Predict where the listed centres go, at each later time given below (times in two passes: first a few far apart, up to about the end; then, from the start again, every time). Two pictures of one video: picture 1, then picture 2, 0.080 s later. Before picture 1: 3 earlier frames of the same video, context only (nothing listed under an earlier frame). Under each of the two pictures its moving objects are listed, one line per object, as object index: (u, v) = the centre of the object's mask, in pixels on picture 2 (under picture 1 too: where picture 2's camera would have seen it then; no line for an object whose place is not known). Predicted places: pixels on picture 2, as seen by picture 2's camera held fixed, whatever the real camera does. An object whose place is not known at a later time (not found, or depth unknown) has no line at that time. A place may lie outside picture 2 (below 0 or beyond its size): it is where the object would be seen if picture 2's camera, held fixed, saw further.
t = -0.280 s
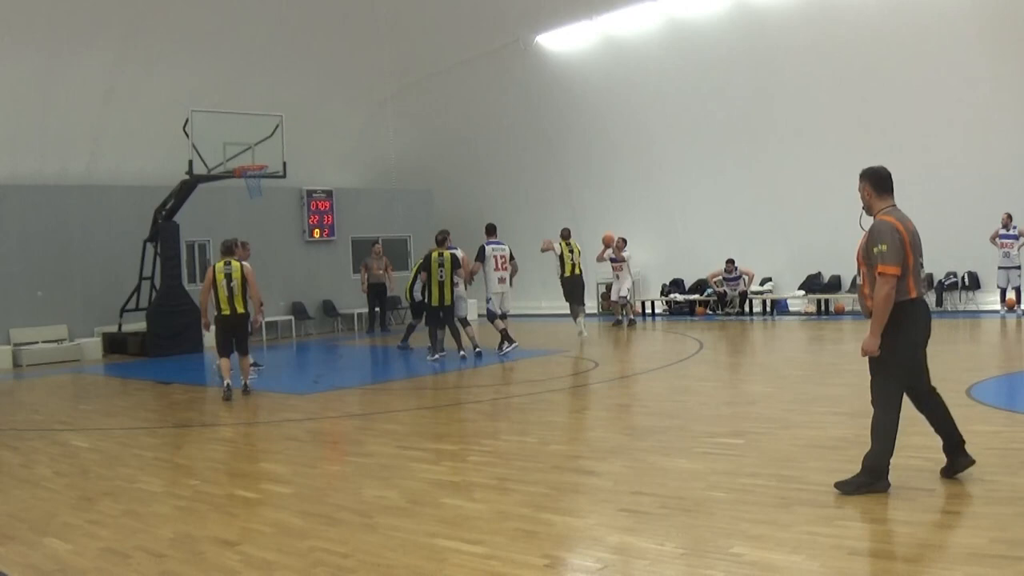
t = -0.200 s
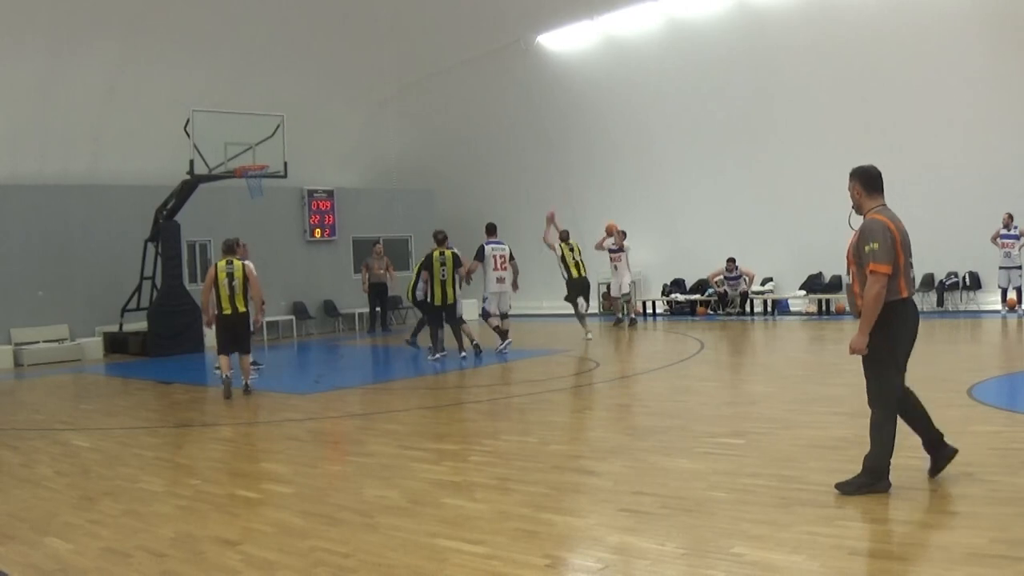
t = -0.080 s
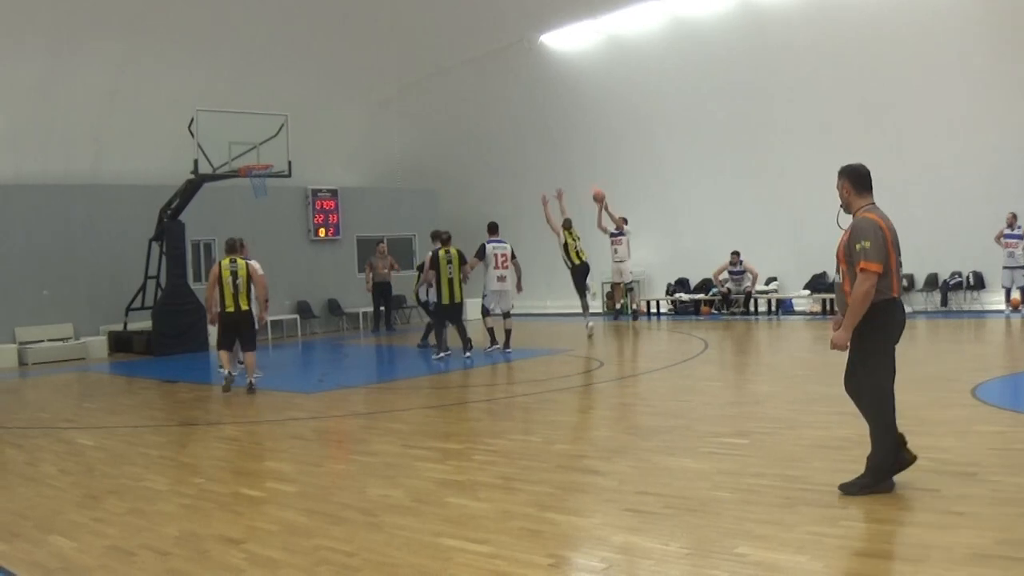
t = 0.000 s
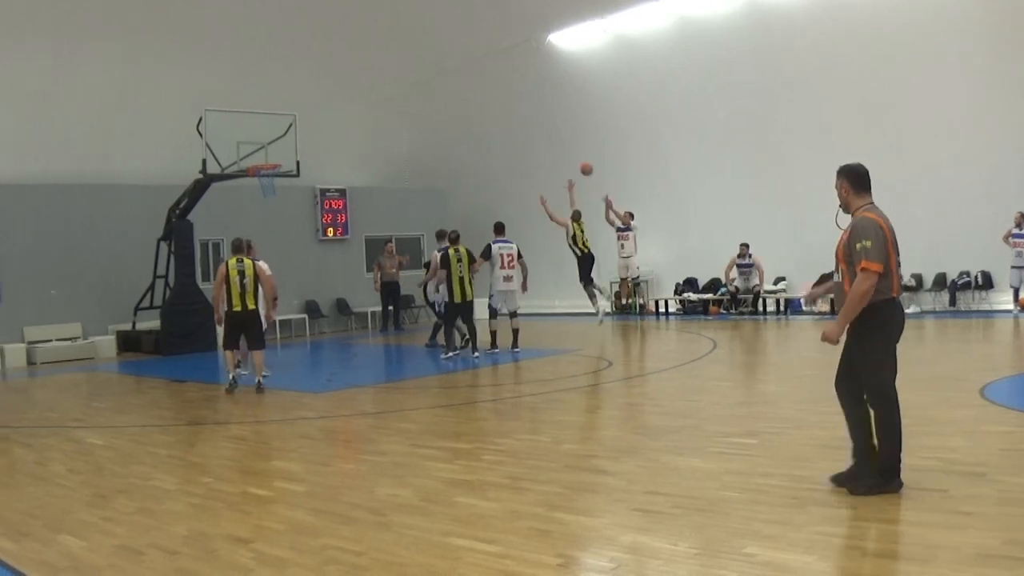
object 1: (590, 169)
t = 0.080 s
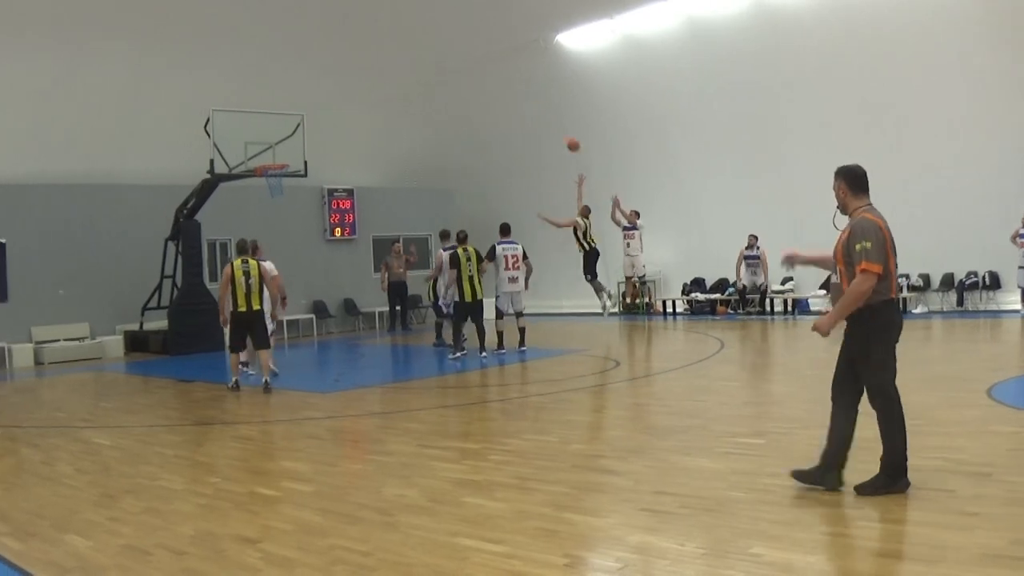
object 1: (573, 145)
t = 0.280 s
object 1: (523, 97)
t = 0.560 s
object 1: (450, 65)
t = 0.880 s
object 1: (363, 82)
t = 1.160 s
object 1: (286, 149)
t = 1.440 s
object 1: (305, 130)
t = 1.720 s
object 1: (335, 127)
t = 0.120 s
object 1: (563, 132)
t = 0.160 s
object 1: (553, 122)
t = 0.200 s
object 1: (544, 113)
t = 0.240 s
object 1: (534, 104)
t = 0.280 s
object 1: (523, 97)
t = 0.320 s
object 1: (513, 90)
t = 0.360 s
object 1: (503, 83)
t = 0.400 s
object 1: (493, 78)
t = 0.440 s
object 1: (482, 73)
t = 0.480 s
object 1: (472, 70)
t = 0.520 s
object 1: (461, 67)
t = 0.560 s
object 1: (450, 65)
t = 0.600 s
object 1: (440, 64)
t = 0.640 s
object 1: (429, 64)
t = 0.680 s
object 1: (418, 64)
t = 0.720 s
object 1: (407, 66)
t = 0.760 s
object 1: (396, 69)
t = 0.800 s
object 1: (385, 72)
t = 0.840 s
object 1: (375, 77)
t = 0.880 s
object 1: (363, 82)
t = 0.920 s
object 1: (352, 89)
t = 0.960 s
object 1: (341, 96)
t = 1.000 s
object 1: (330, 105)
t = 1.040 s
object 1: (319, 114)
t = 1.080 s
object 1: (308, 125)
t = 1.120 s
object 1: (297, 137)
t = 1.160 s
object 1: (286, 149)
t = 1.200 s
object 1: (275, 160)
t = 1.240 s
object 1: (281, 158)
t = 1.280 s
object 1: (288, 153)
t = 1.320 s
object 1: (291, 146)
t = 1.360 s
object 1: (296, 140)
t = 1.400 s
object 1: (300, 134)
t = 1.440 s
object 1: (305, 130)
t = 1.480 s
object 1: (309, 126)
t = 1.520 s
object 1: (313, 124)
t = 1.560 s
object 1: (317, 122)
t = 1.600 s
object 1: (321, 122)
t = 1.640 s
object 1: (326, 123)
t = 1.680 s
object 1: (331, 124)
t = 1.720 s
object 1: (335, 127)
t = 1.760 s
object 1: (339, 131)
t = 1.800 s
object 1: (344, 136)
